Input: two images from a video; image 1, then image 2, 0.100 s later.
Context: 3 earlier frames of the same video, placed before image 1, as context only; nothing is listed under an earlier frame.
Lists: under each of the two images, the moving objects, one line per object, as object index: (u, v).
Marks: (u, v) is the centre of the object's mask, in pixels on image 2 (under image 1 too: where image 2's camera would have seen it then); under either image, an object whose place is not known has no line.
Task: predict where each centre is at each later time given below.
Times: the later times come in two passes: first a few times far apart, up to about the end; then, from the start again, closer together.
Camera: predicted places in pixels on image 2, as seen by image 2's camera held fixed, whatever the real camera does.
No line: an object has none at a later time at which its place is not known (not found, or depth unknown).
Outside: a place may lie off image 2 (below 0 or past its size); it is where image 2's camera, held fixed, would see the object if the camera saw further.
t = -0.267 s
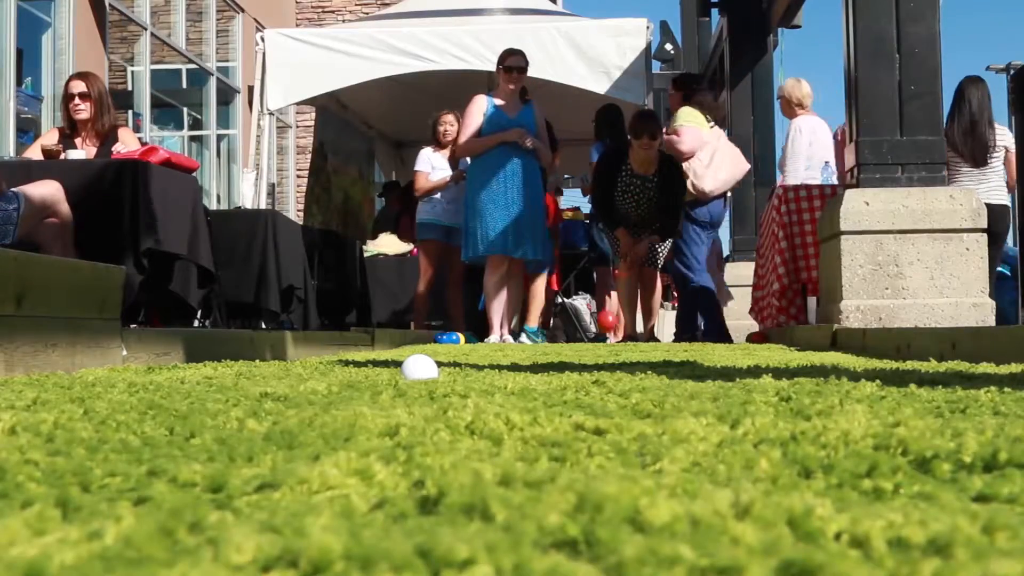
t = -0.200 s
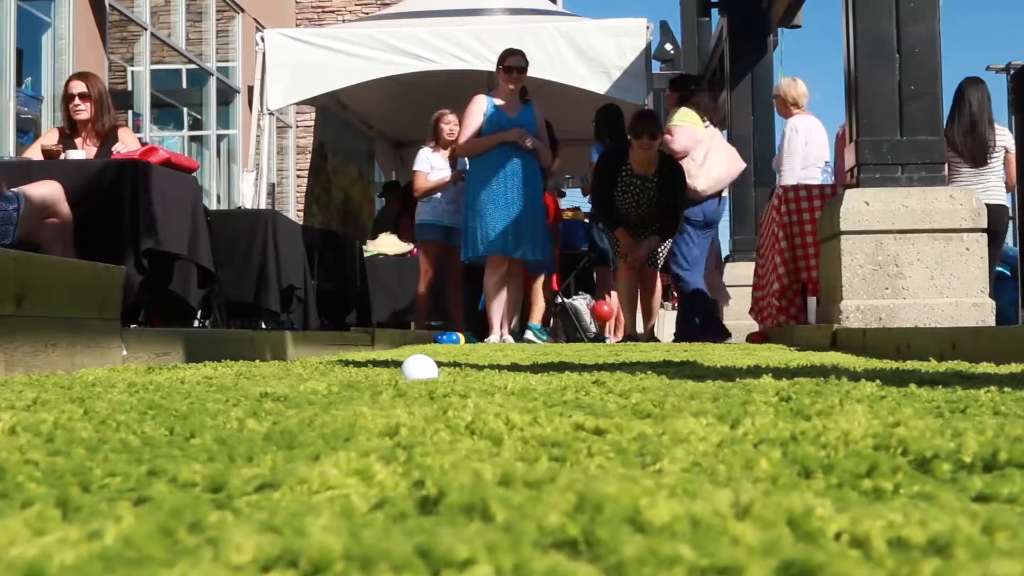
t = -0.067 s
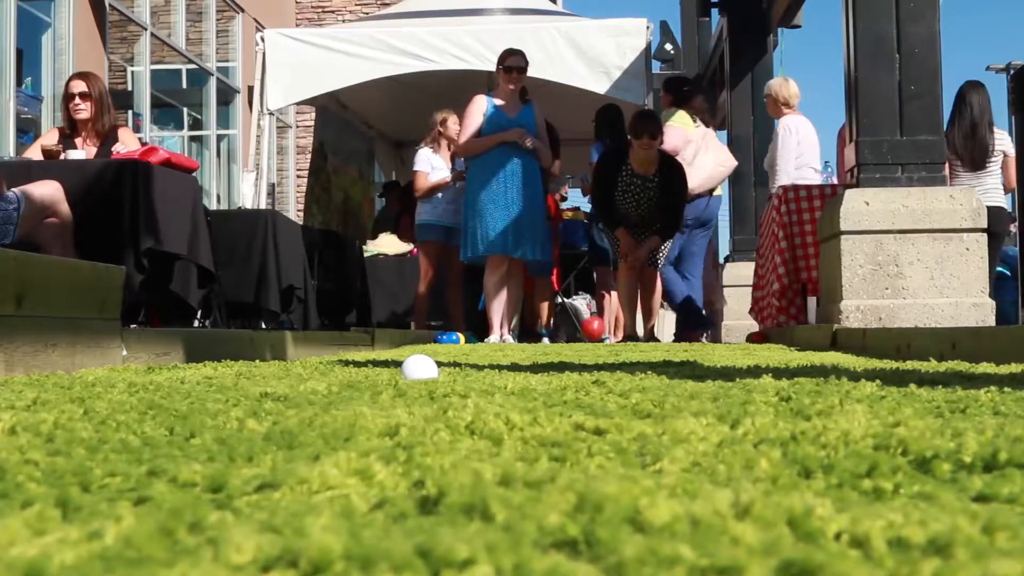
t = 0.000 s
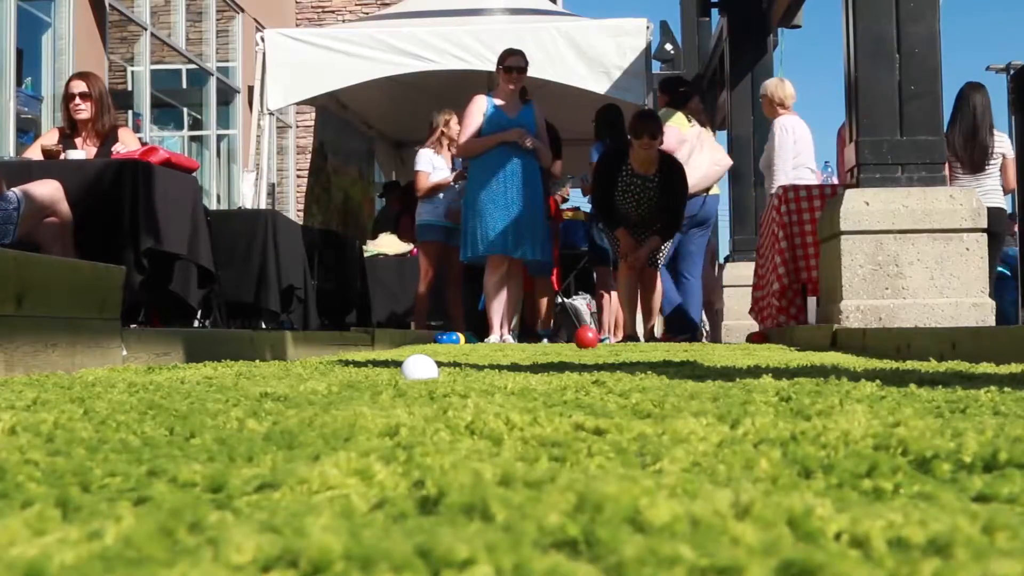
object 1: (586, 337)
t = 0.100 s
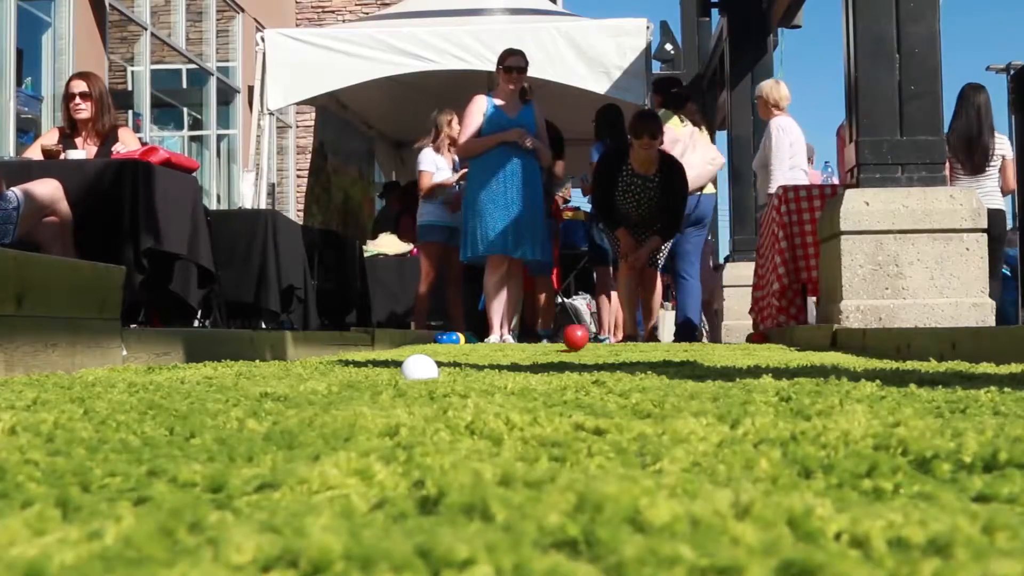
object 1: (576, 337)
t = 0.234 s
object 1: (560, 341)
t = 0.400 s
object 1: (539, 344)
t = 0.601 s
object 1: (513, 347)
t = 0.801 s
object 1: (486, 350)
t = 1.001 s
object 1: (459, 350)
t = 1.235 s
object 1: (422, 346)
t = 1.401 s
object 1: (395, 346)
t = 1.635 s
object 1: (359, 345)
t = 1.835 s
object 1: (330, 348)
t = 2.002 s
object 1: (307, 349)
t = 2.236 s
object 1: (277, 351)
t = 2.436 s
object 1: (253, 352)
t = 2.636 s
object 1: (234, 350)
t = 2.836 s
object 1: (221, 351)
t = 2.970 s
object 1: (214, 350)
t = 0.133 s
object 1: (571, 341)
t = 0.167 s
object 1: (568, 340)
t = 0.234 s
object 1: (560, 341)
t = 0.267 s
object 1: (556, 342)
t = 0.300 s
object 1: (552, 342)
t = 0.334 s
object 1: (548, 343)
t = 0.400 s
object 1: (539, 344)
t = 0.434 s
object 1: (535, 346)
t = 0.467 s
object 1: (531, 345)
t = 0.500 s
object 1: (526, 346)
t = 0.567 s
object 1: (517, 347)
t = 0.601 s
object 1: (513, 347)
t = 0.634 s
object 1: (508, 348)
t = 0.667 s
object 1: (504, 349)
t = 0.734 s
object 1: (495, 349)
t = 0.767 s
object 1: (491, 349)
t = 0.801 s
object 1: (486, 350)
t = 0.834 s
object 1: (481, 350)
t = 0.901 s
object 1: (472, 350)
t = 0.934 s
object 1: (468, 350)
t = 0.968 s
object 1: (463, 350)
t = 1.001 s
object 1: (459, 350)
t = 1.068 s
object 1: (449, 348)
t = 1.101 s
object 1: (444, 348)
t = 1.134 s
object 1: (439, 347)
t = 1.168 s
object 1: (435, 347)
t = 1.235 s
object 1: (422, 346)
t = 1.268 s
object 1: (417, 345)
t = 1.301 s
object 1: (411, 345)
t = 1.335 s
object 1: (406, 346)
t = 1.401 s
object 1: (395, 346)
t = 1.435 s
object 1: (390, 346)
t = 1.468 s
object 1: (385, 345)
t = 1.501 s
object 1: (380, 345)
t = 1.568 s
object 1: (369, 345)
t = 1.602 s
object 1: (364, 345)
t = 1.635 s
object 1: (359, 345)
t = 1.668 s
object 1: (354, 346)
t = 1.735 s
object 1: (344, 346)
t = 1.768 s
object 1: (339, 347)
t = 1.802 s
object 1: (335, 348)
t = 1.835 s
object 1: (330, 348)
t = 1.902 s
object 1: (321, 349)
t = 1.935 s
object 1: (316, 348)
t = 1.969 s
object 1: (312, 348)
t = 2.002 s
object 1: (307, 349)
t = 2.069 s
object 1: (299, 350)
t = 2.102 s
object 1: (294, 350)
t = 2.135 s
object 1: (290, 350)
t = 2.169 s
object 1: (286, 351)
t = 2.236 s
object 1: (277, 351)
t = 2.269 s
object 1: (273, 351)
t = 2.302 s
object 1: (269, 352)
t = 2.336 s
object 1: (265, 351)
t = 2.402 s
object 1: (257, 352)
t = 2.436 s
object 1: (253, 352)
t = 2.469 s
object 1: (250, 352)
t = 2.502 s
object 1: (246, 351)
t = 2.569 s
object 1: (240, 351)
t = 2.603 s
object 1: (237, 351)
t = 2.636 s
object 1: (234, 350)
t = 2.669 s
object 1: (232, 351)
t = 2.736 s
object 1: (227, 350)
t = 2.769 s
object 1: (225, 350)
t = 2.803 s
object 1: (223, 351)
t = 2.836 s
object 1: (221, 351)
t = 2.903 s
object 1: (217, 351)
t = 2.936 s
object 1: (216, 350)
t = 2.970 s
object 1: (214, 350)
